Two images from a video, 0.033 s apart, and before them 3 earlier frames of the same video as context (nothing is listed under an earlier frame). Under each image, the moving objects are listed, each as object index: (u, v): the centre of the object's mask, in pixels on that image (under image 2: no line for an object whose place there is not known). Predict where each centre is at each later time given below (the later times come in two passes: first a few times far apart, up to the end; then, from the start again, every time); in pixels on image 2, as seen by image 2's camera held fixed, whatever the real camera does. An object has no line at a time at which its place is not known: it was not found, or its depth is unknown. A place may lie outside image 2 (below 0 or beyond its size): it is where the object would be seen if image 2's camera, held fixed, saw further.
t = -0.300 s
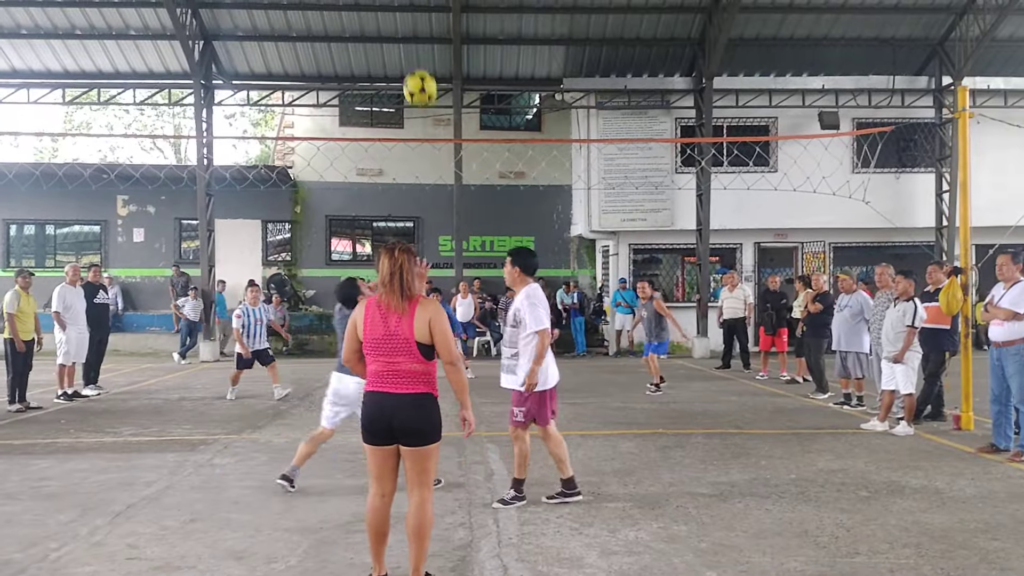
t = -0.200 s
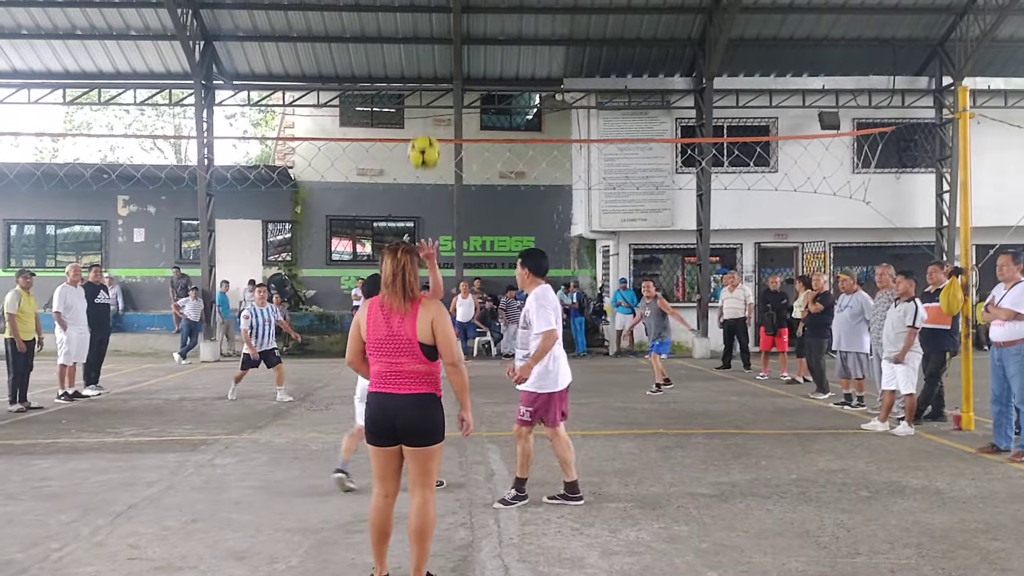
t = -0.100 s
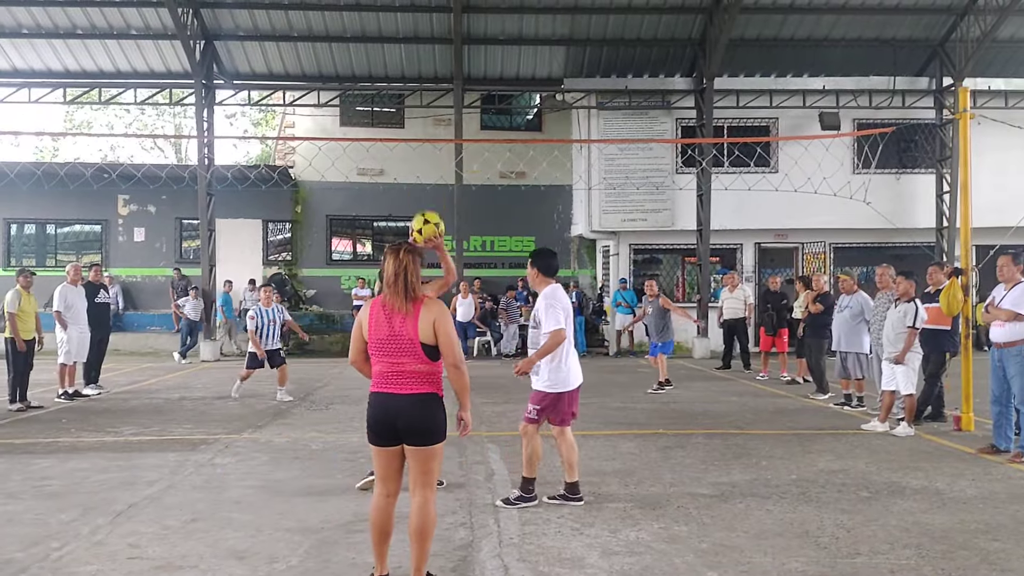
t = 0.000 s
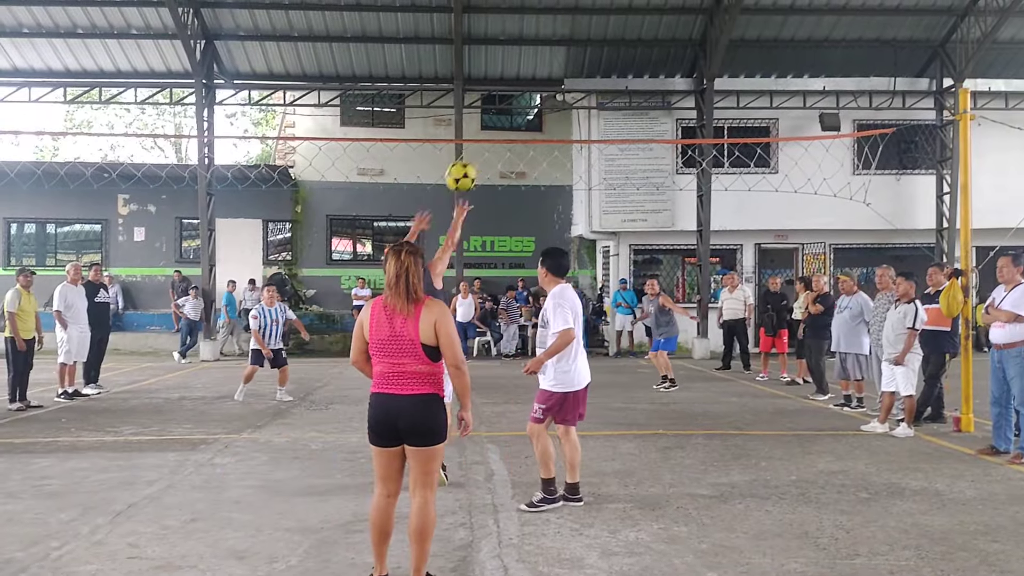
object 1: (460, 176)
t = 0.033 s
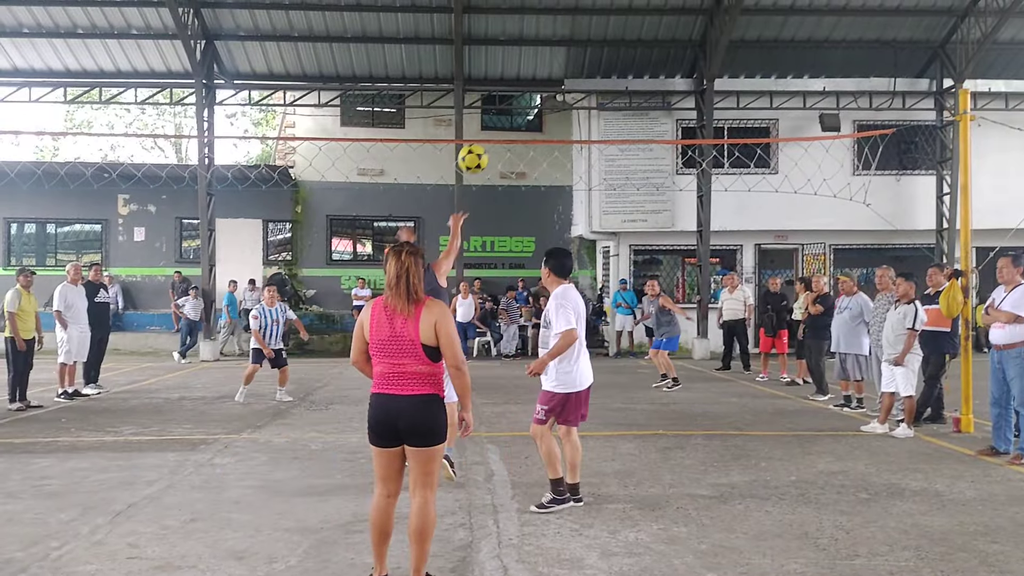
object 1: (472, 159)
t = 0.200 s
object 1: (522, 103)
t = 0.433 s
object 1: (568, 90)
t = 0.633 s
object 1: (595, 116)
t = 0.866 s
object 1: (617, 174)
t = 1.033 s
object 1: (628, 227)
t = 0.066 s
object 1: (484, 143)
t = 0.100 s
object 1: (495, 130)
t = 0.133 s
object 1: (504, 119)
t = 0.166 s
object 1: (514, 110)
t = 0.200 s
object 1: (522, 103)
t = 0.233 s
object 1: (530, 98)
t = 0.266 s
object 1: (537, 94)
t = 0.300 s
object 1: (544, 91)
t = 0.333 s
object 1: (551, 89)
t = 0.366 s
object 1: (557, 89)
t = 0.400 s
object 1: (562, 89)
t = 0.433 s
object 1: (568, 90)
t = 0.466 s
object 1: (573, 93)
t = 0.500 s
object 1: (578, 96)
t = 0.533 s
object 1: (582, 100)
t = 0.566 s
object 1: (586, 104)
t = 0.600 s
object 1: (591, 109)
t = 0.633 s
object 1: (595, 116)
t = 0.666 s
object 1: (599, 123)
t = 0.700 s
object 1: (602, 130)
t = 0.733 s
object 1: (605, 135)
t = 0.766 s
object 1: (609, 147)
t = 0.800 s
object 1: (611, 155)
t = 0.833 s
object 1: (614, 164)
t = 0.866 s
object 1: (617, 174)
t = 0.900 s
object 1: (619, 184)
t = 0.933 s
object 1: (621, 194)
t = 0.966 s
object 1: (624, 205)
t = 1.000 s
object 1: (626, 217)
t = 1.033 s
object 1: (628, 227)
